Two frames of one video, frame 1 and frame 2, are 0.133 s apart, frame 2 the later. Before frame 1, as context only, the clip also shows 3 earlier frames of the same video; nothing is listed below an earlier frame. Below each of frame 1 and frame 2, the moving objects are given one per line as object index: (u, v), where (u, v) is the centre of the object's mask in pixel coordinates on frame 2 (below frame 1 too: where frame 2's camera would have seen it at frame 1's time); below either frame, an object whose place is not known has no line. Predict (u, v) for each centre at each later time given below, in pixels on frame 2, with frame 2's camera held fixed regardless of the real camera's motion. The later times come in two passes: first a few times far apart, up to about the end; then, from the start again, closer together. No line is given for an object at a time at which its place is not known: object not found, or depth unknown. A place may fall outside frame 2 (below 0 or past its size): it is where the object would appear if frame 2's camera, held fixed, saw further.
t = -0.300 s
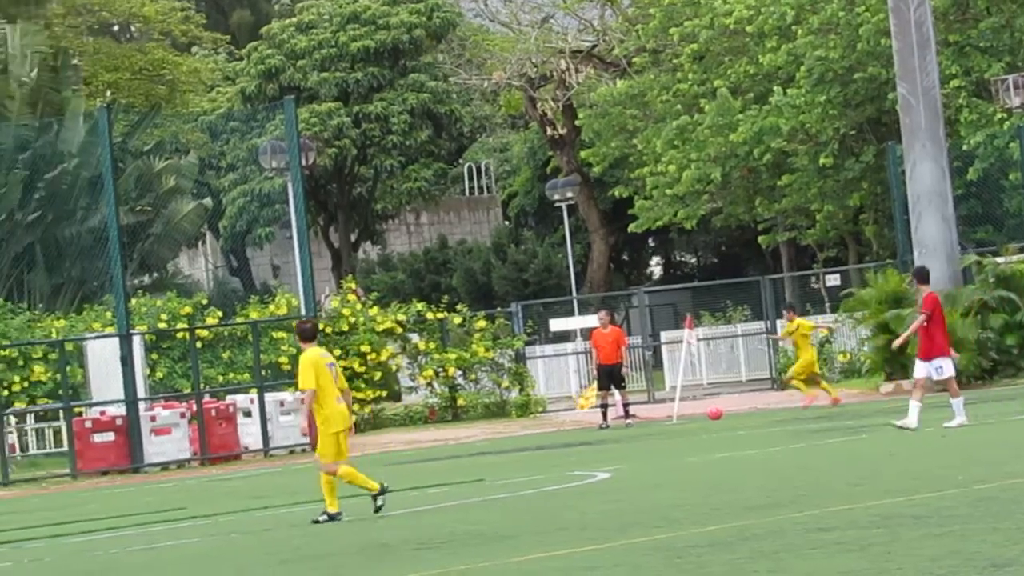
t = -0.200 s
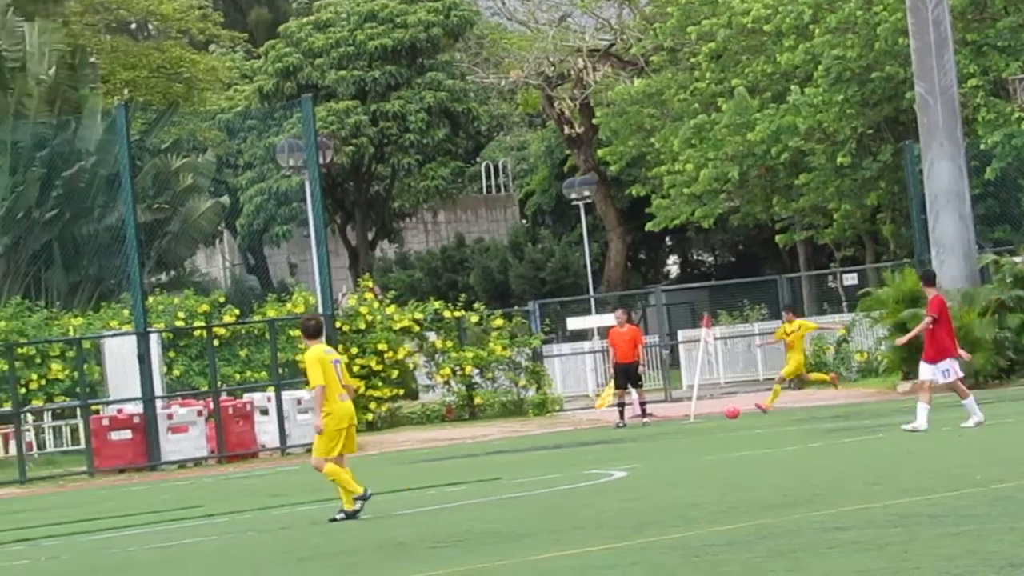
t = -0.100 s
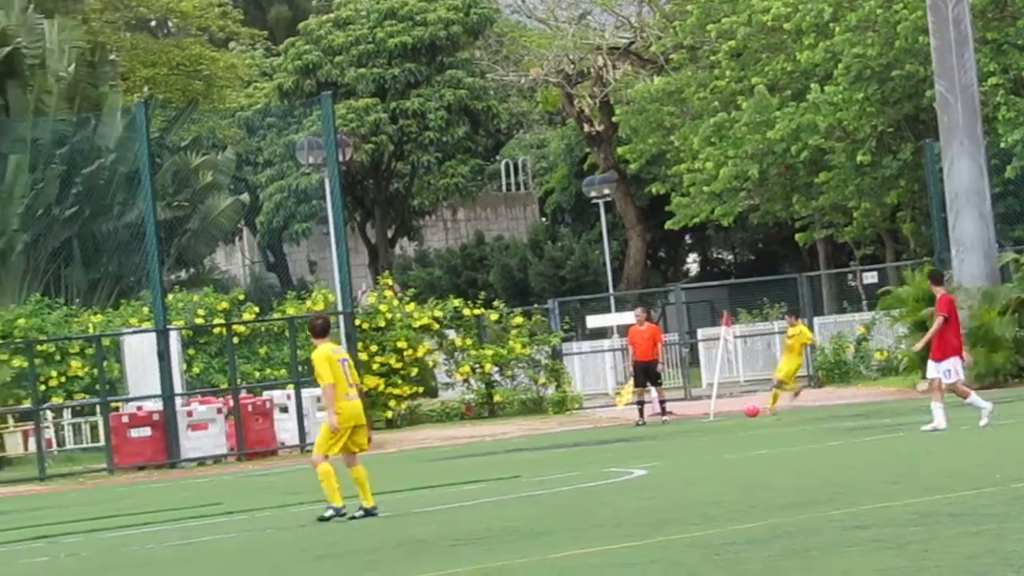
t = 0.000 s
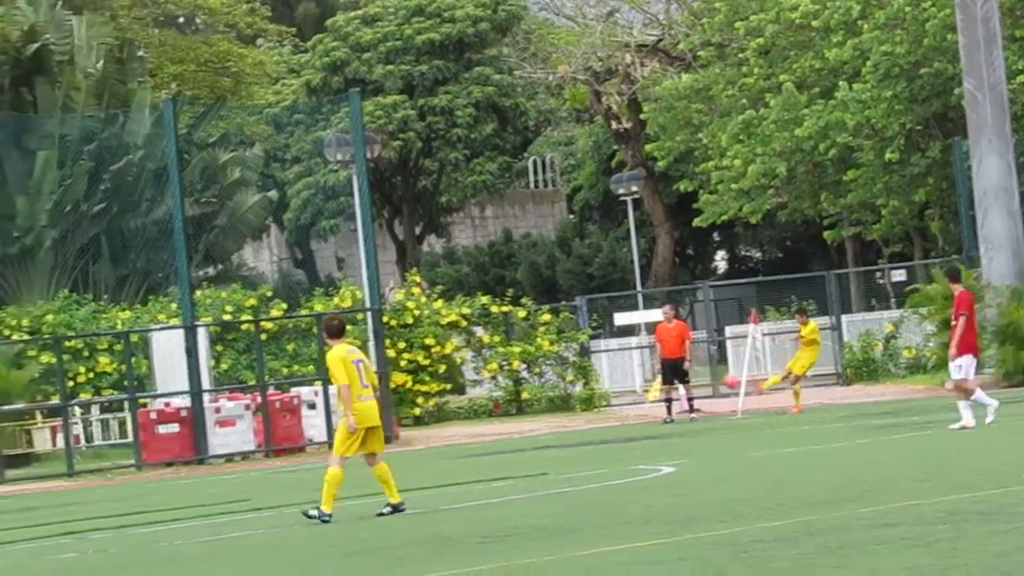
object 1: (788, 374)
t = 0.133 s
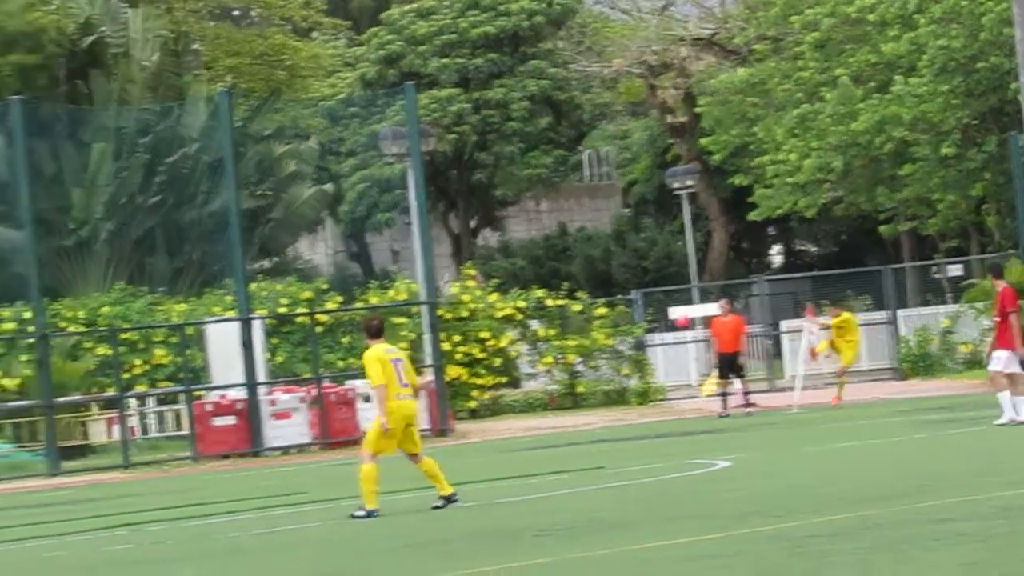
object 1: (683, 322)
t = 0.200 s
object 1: (632, 295)
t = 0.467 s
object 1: (446, 212)
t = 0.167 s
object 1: (657, 306)
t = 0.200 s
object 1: (632, 295)
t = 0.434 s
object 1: (468, 223)
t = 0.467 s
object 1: (446, 212)
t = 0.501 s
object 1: (424, 206)
